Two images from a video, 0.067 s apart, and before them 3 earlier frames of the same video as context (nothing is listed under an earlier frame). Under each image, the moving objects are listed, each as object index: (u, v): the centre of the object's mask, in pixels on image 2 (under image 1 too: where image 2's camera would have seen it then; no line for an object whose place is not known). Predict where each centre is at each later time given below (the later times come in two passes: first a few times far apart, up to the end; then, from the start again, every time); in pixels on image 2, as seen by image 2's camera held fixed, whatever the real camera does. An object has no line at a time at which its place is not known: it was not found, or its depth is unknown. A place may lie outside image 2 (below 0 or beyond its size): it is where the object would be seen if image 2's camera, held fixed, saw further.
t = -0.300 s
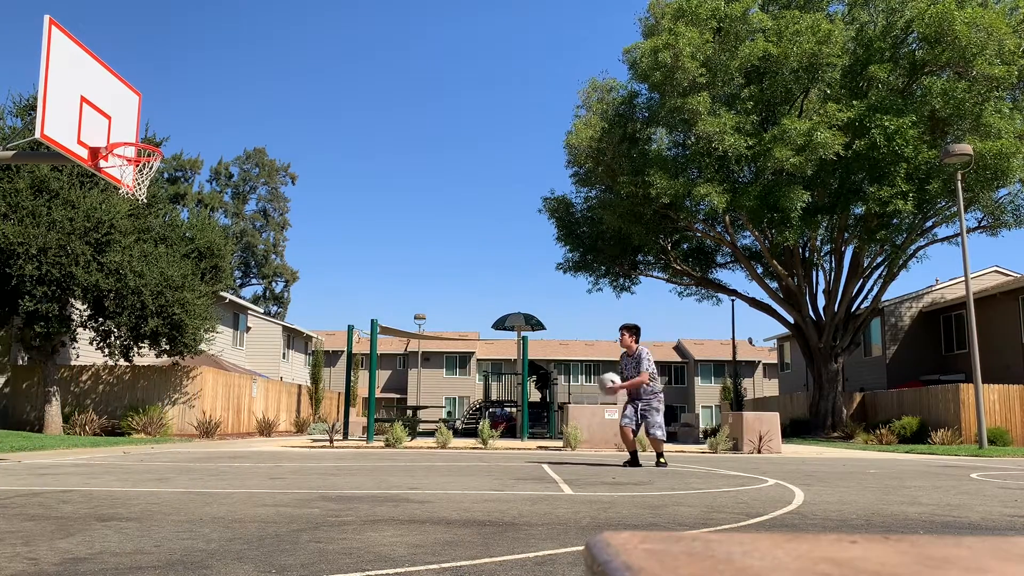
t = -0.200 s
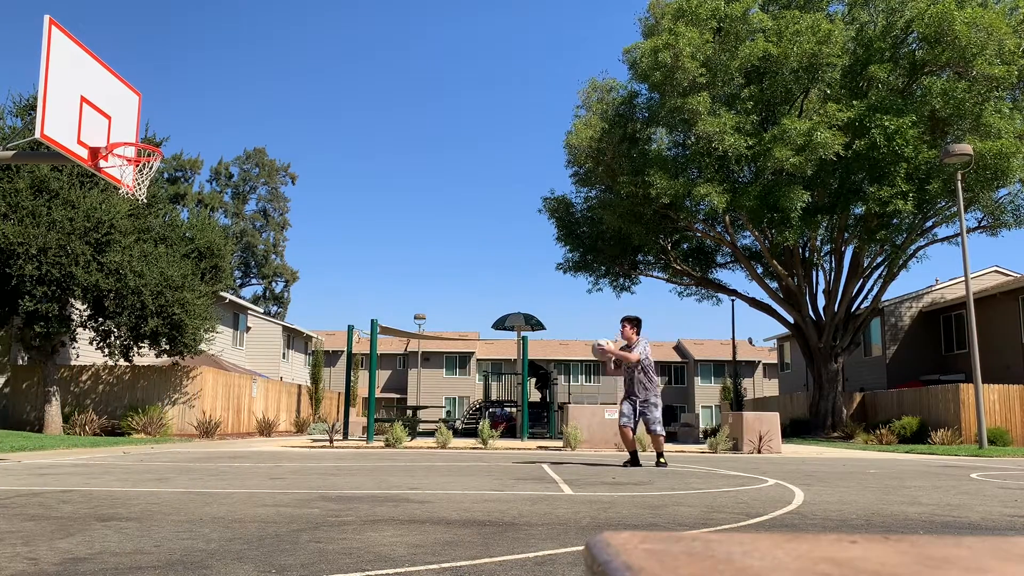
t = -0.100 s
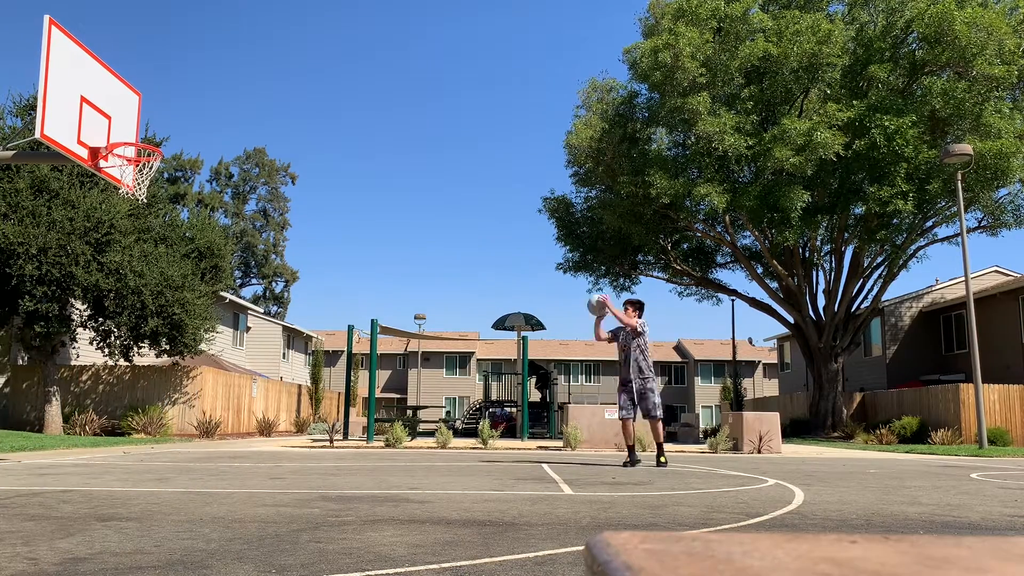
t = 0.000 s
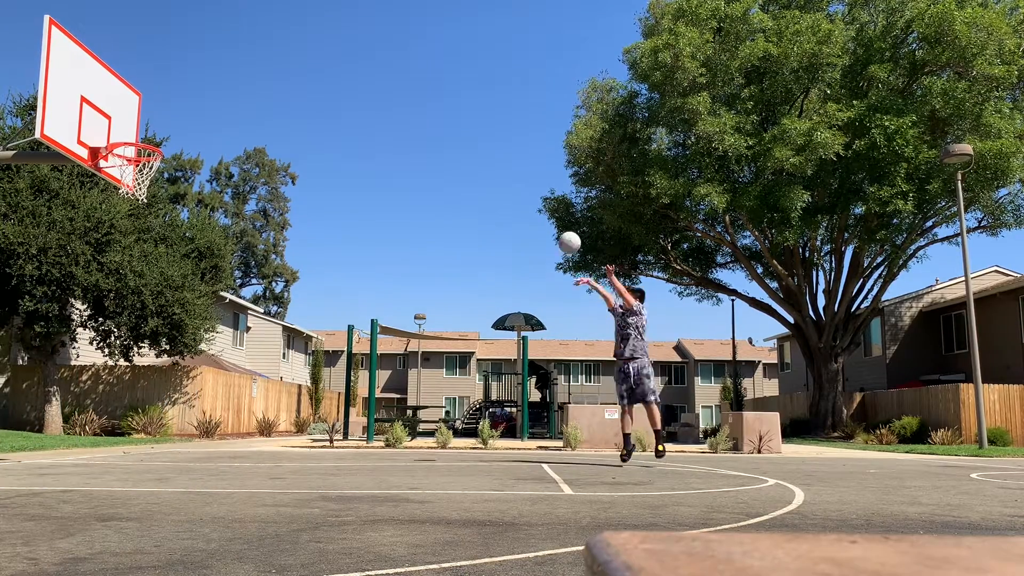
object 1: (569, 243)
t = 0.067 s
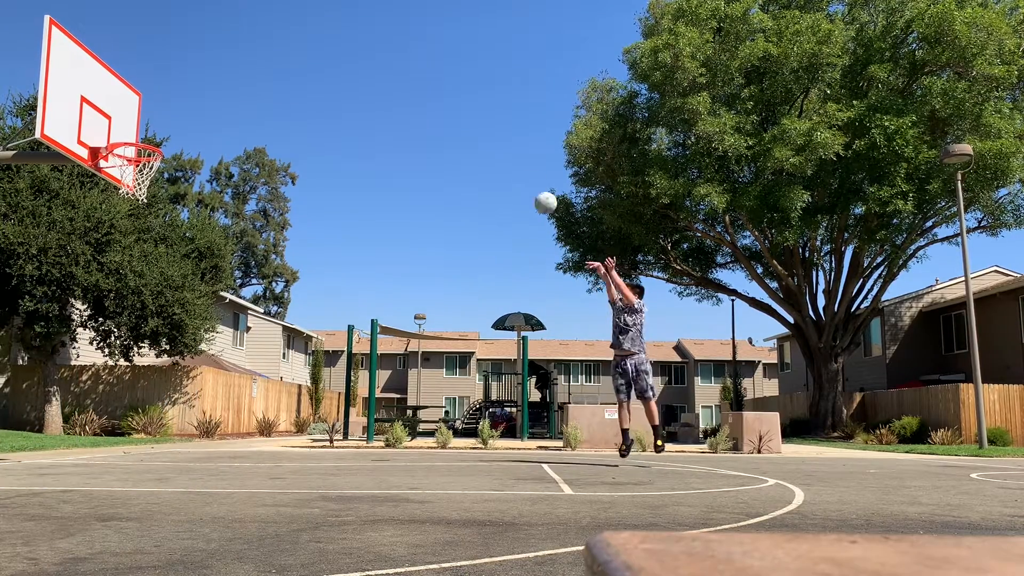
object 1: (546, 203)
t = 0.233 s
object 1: (487, 119)
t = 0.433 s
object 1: (415, 47)
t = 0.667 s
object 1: (330, 8)
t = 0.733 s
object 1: (305, 6)
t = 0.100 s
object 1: (534, 184)
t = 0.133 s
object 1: (522, 167)
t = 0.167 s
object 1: (510, 150)
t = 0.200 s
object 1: (499, 134)
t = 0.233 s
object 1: (487, 119)
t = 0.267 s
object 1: (475, 105)
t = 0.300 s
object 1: (463, 92)
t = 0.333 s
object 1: (451, 79)
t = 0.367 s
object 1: (439, 68)
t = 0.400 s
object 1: (427, 57)
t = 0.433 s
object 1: (415, 47)
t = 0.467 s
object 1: (403, 38)
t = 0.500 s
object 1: (391, 30)
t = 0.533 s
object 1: (379, 23)
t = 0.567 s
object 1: (367, 17)
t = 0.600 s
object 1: (354, 12)
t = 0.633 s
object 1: (342, 9)
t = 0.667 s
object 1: (330, 8)
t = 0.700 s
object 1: (317, 6)
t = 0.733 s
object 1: (305, 6)
